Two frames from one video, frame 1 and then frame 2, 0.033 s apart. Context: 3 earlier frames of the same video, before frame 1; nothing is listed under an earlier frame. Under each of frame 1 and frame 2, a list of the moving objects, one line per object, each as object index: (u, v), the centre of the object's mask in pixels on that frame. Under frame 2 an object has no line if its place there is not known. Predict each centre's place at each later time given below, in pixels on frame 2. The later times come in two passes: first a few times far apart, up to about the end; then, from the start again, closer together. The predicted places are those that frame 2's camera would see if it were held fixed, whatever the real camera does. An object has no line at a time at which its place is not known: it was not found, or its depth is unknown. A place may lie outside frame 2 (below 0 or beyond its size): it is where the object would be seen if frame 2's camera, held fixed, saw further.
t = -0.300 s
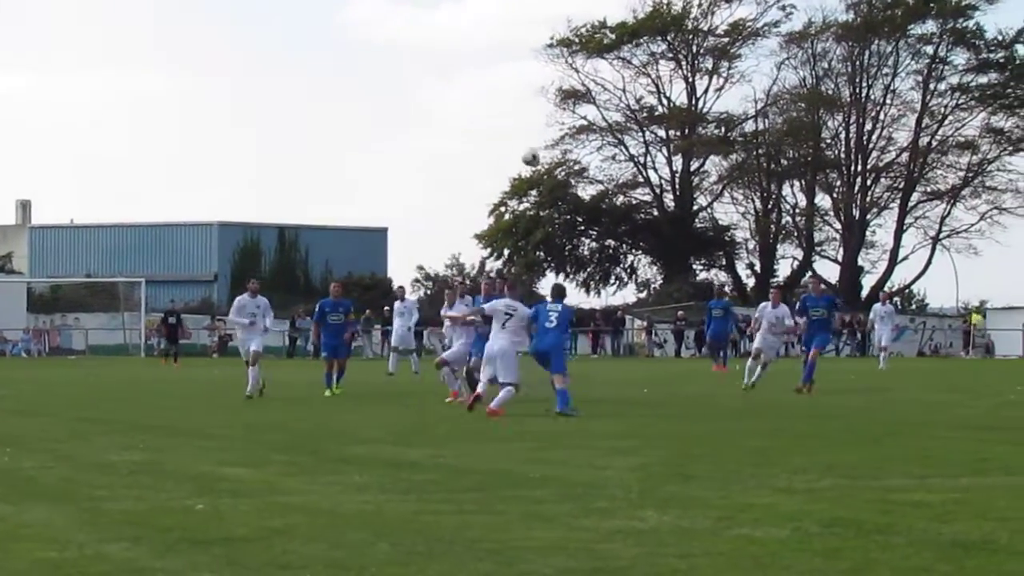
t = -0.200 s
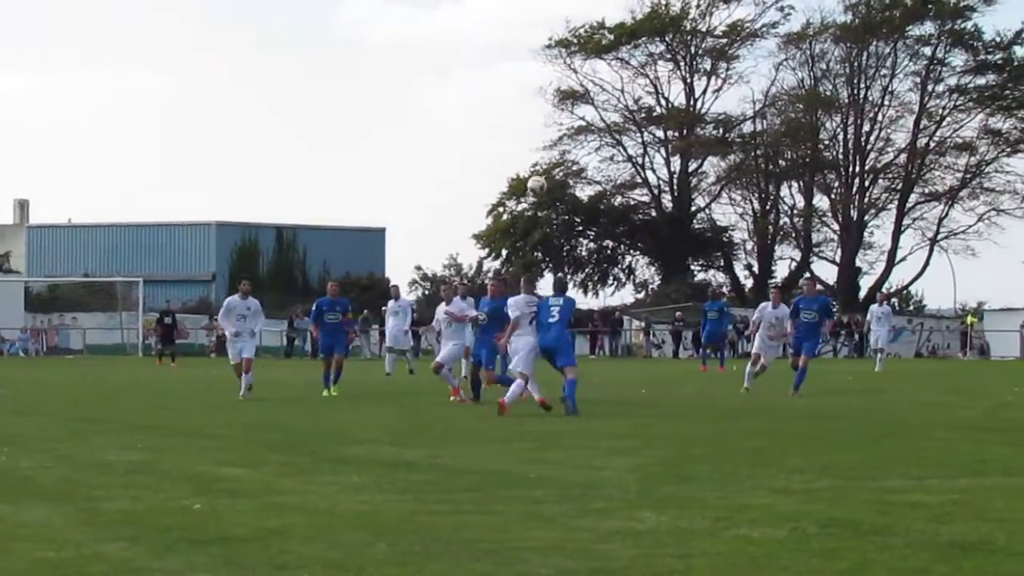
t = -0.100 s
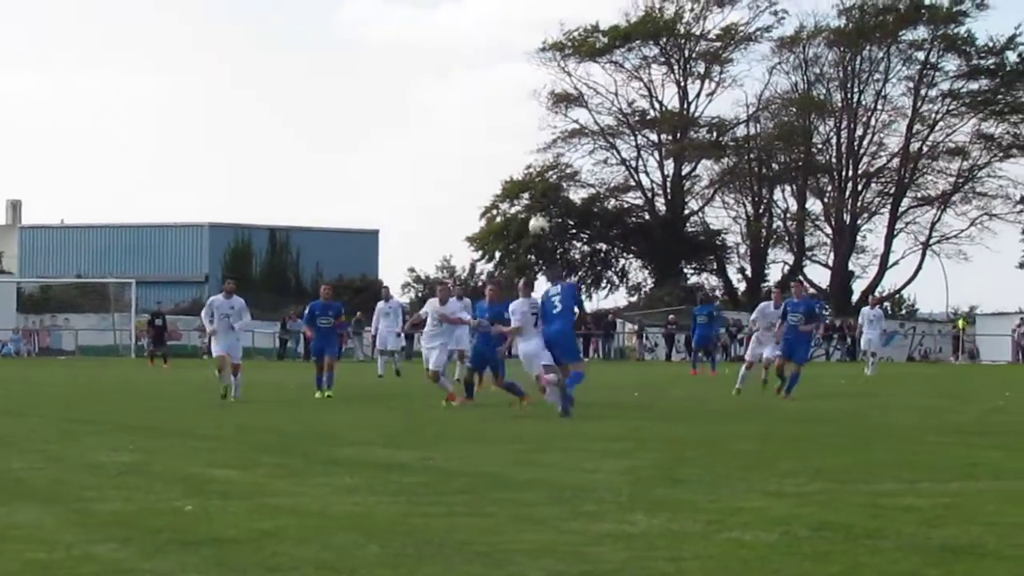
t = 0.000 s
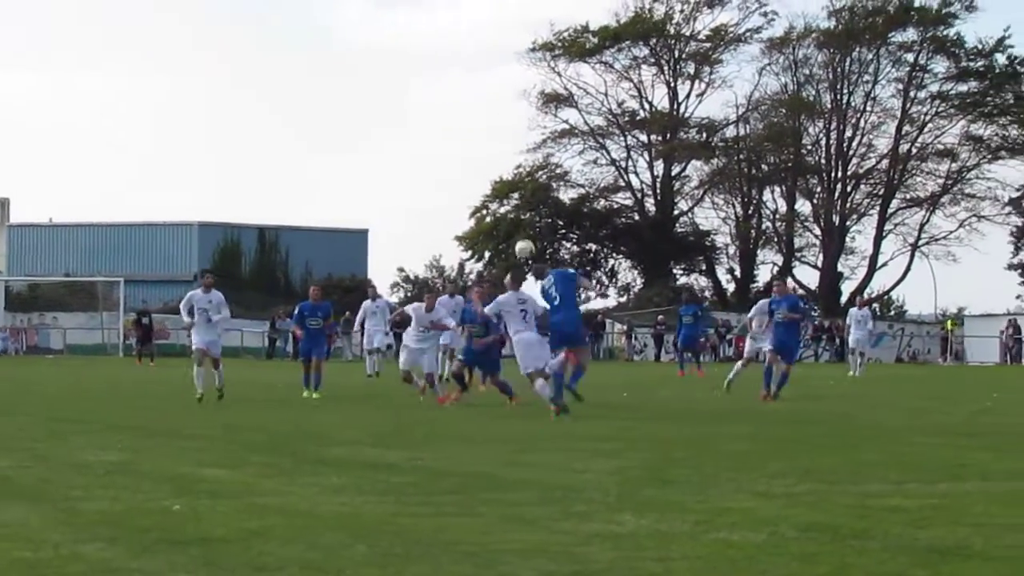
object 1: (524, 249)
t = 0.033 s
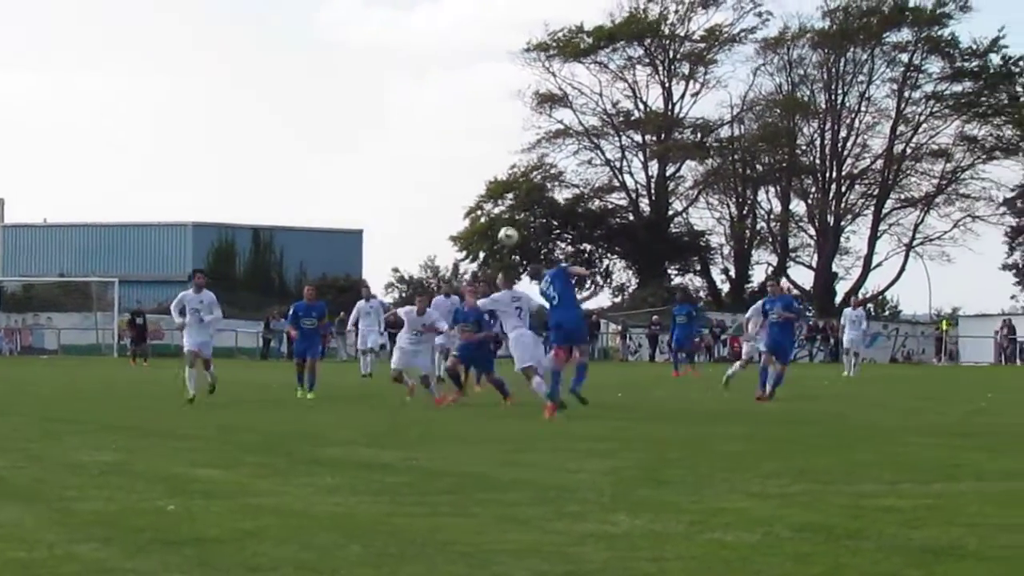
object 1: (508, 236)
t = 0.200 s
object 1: (451, 186)
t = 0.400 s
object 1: (385, 159)
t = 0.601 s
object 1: (319, 170)
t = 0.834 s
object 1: (240, 229)
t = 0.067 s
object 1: (497, 223)
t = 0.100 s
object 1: (484, 211)
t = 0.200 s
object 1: (451, 186)
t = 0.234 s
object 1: (440, 179)
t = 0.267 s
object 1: (429, 173)
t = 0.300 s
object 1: (418, 167)
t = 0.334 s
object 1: (407, 164)
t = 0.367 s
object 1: (396, 161)
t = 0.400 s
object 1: (385, 159)
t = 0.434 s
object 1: (374, 159)
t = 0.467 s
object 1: (363, 159)
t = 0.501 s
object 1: (352, 160)
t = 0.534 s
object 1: (341, 163)
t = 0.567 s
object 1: (330, 166)
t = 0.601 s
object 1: (319, 170)
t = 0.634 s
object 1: (308, 176)
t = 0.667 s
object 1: (297, 182)
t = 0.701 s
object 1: (286, 190)
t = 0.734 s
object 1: (275, 198)
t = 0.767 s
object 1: (264, 208)
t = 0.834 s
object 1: (240, 229)
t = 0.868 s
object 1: (230, 242)
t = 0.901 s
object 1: (219, 257)
